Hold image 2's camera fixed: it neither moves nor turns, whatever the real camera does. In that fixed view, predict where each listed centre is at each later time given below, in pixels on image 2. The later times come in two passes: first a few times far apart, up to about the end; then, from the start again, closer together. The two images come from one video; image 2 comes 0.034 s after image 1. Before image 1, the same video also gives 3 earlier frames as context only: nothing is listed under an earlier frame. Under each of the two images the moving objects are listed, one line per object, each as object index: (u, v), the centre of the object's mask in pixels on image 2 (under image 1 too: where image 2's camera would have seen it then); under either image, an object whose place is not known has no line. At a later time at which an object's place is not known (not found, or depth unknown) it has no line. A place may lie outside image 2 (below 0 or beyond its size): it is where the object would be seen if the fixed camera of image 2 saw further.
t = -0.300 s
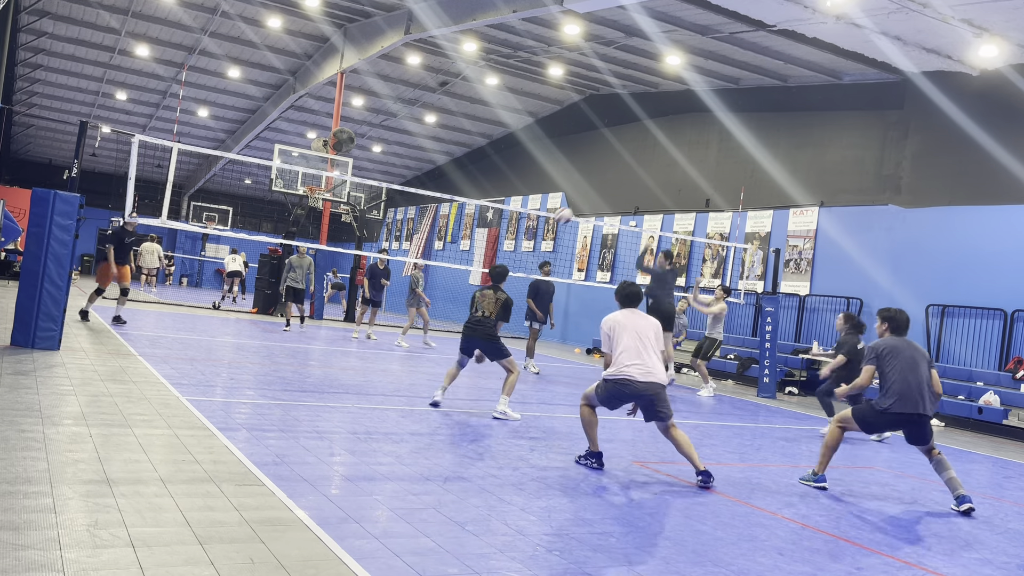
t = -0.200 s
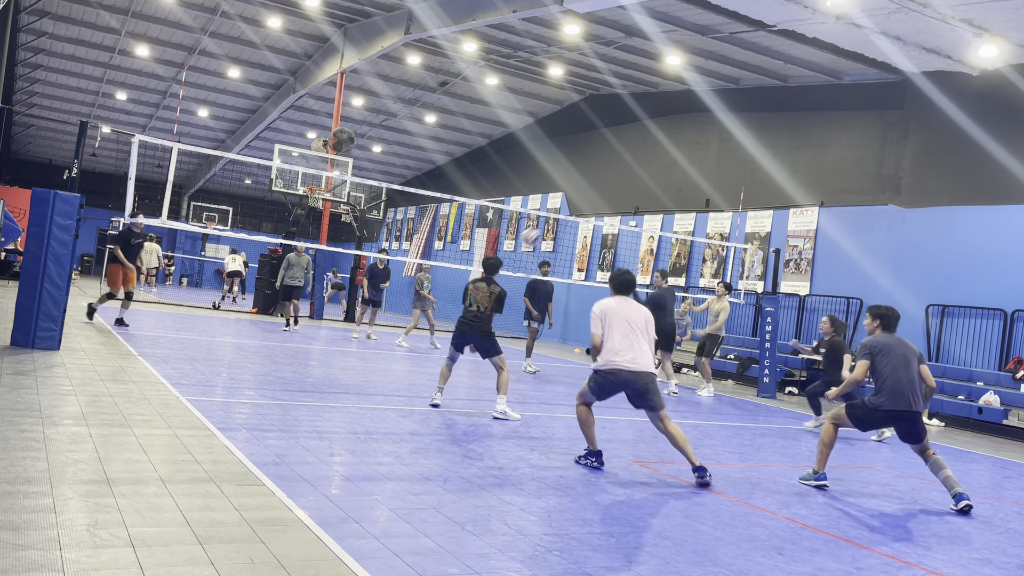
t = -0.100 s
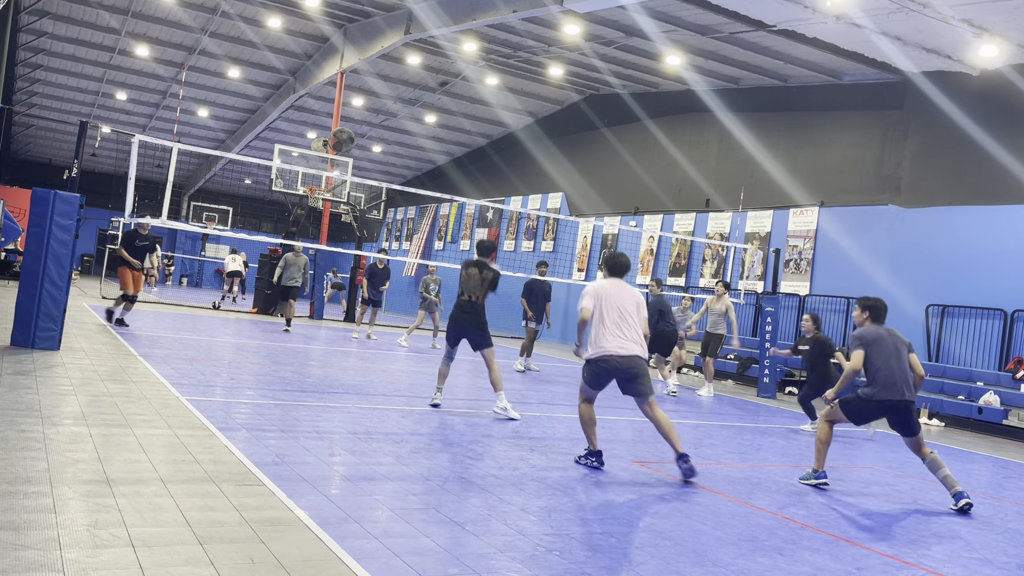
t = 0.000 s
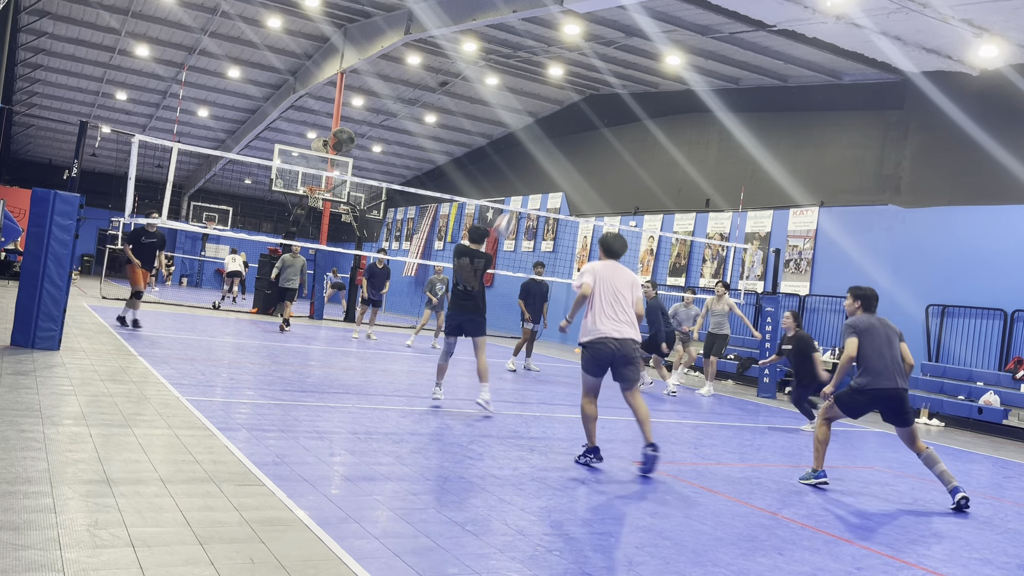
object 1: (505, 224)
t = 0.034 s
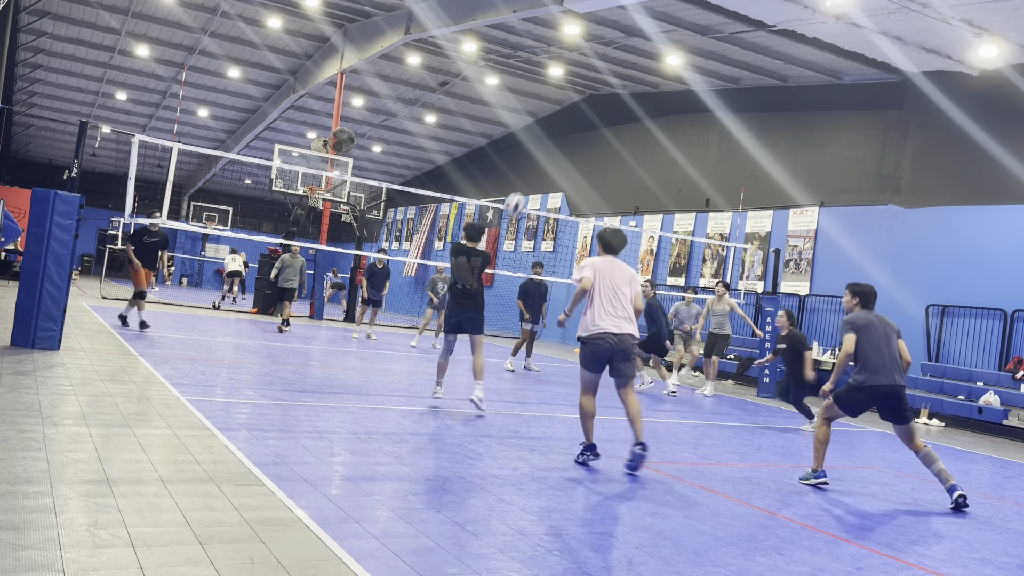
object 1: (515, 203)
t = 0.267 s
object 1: (579, 94)
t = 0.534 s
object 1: (639, 37)
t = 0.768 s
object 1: (682, 41)
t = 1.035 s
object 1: (719, 101)
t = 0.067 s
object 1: (524, 184)
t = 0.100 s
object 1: (534, 167)
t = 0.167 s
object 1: (553, 133)
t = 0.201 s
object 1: (562, 119)
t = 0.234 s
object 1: (571, 106)
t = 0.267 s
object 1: (579, 94)
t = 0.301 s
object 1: (588, 82)
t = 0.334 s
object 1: (596, 73)
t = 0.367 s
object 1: (604, 64)
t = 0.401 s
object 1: (612, 57)
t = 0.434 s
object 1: (619, 50)
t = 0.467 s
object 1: (626, 45)
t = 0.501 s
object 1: (632, 40)
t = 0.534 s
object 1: (639, 37)
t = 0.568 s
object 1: (645, 35)
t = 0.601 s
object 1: (652, 33)
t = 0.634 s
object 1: (659, 33)
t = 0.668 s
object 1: (665, 34)
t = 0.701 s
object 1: (670, 35)
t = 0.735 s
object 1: (676, 38)
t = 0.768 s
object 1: (682, 41)
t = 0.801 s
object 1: (687, 45)
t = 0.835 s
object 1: (692, 51)
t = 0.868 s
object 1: (697, 57)
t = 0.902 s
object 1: (702, 63)
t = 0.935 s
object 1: (707, 71)
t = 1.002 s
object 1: (715, 90)
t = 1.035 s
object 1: (719, 101)
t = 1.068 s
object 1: (723, 111)
